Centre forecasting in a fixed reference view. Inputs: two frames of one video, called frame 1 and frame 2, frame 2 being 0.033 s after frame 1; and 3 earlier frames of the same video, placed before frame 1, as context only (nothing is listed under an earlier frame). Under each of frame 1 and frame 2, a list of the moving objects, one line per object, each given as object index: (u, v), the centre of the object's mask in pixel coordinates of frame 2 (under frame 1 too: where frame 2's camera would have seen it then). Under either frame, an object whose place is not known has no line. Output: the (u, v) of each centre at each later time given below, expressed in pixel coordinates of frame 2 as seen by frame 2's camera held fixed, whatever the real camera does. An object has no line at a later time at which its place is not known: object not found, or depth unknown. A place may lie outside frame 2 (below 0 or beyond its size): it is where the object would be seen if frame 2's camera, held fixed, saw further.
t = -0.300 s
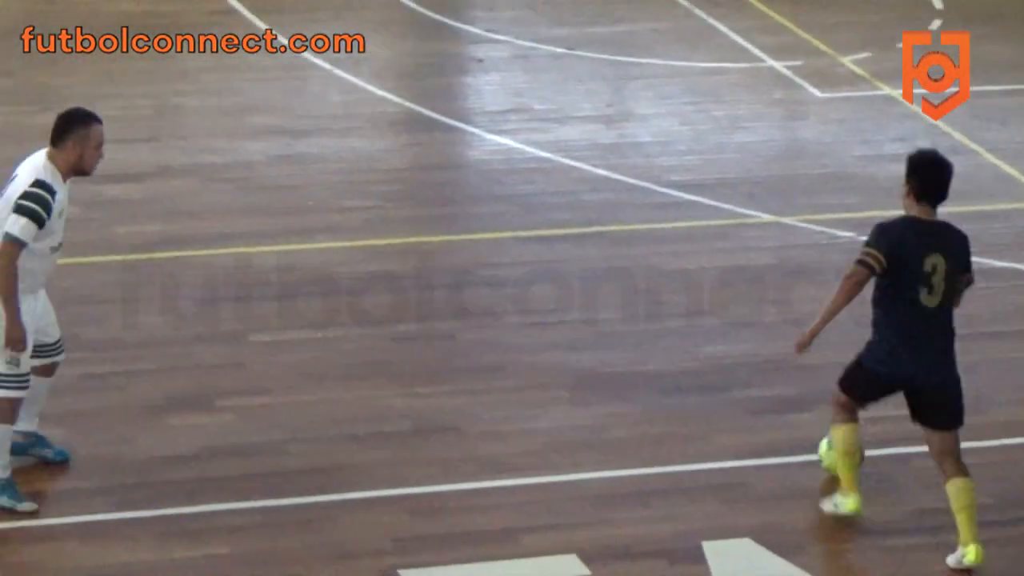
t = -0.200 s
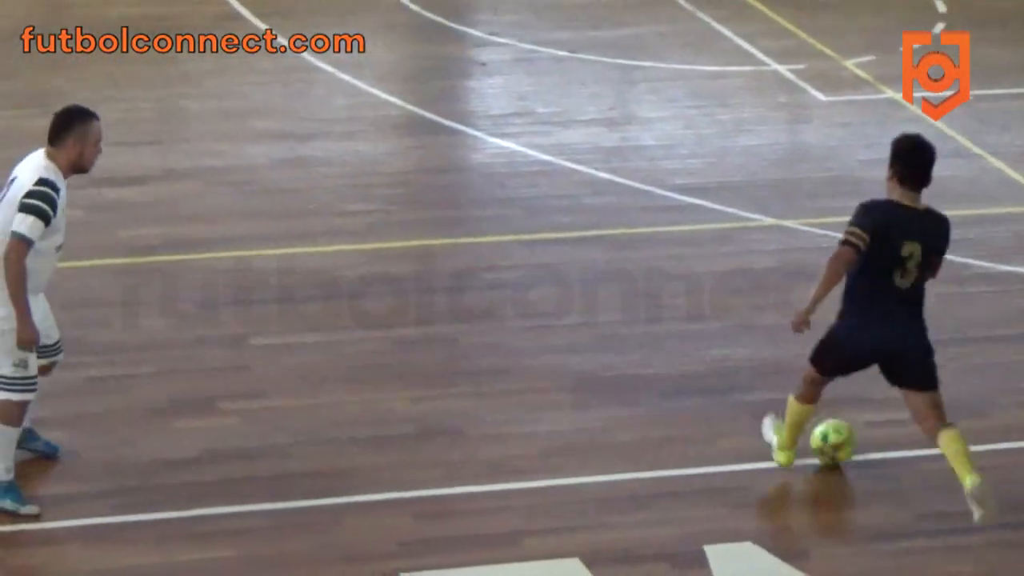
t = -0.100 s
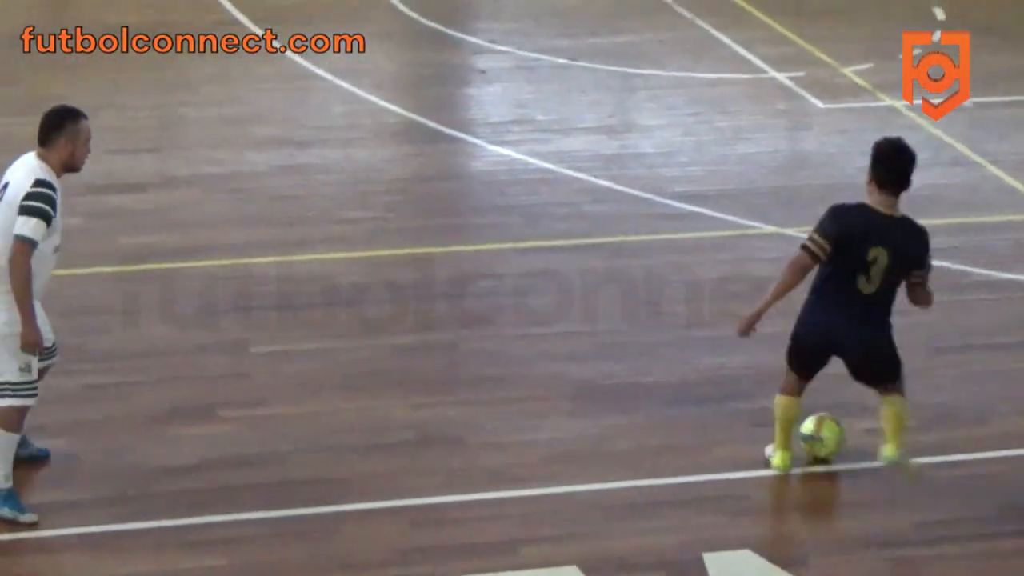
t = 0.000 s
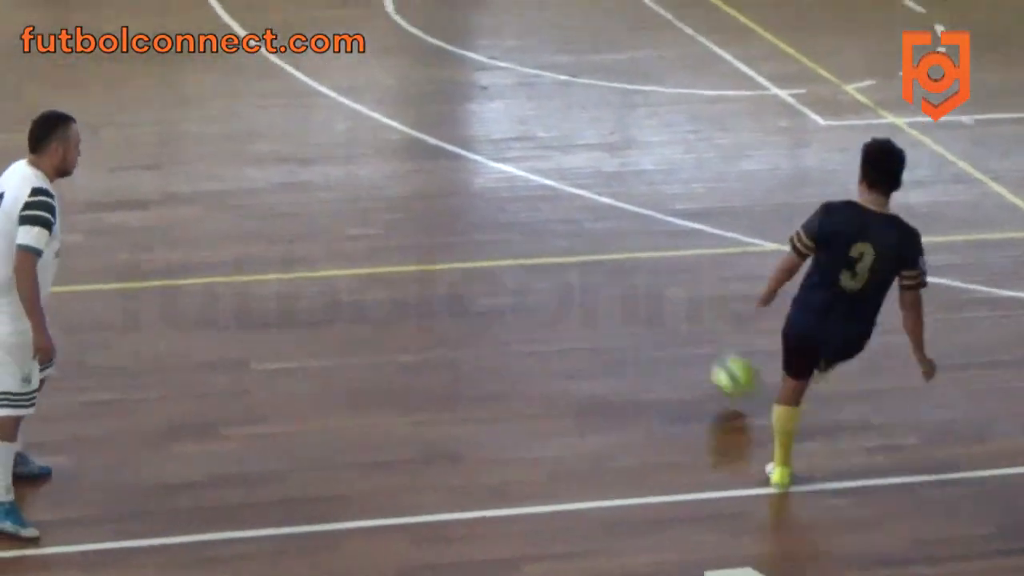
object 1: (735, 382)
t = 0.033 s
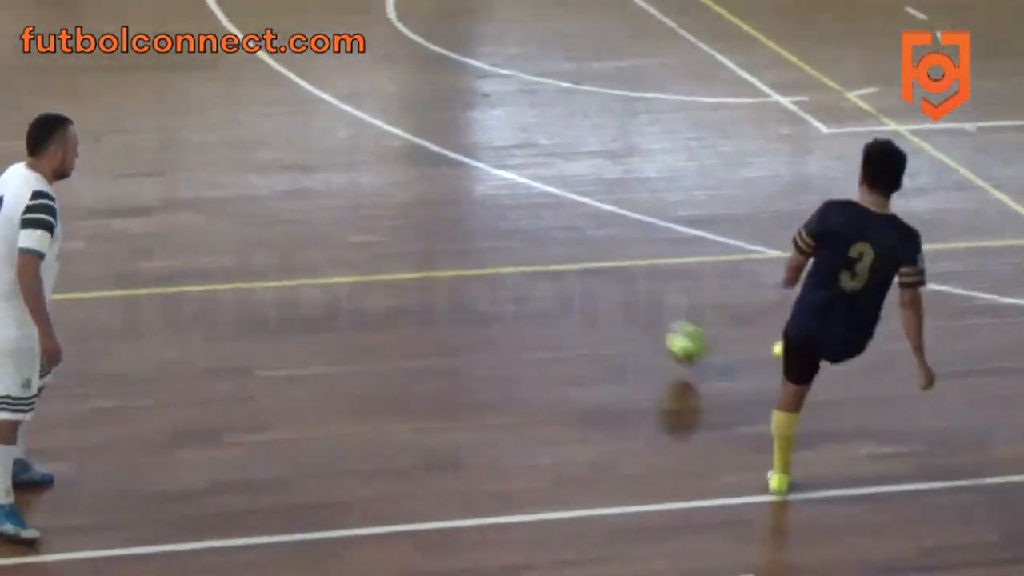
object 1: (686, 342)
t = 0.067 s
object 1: (638, 307)
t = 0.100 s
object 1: (590, 274)
